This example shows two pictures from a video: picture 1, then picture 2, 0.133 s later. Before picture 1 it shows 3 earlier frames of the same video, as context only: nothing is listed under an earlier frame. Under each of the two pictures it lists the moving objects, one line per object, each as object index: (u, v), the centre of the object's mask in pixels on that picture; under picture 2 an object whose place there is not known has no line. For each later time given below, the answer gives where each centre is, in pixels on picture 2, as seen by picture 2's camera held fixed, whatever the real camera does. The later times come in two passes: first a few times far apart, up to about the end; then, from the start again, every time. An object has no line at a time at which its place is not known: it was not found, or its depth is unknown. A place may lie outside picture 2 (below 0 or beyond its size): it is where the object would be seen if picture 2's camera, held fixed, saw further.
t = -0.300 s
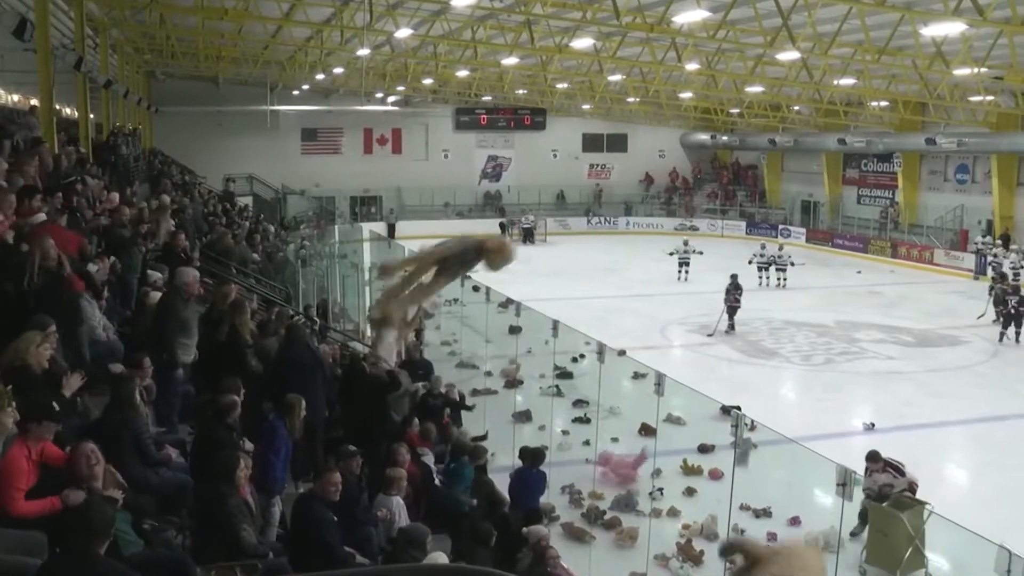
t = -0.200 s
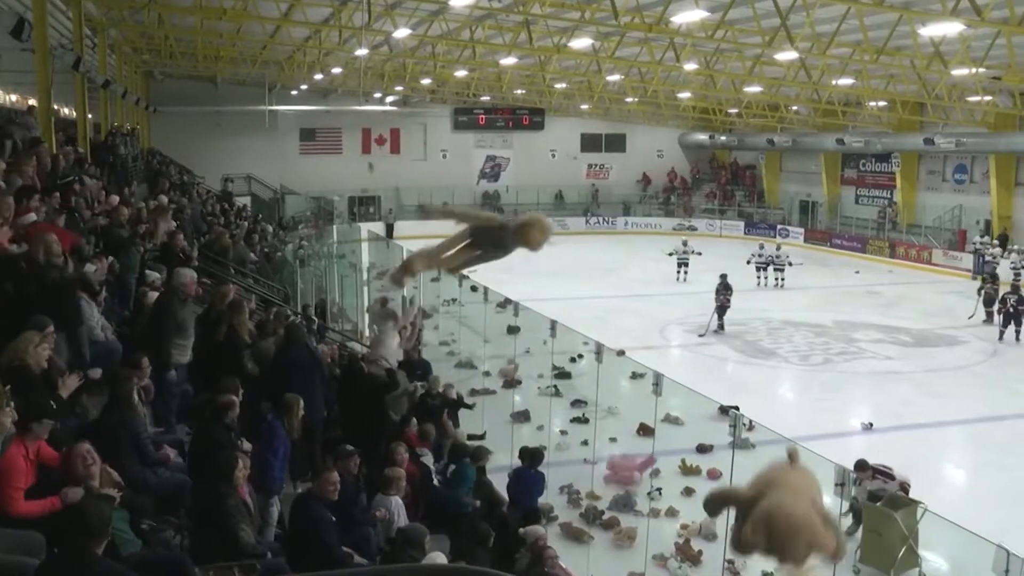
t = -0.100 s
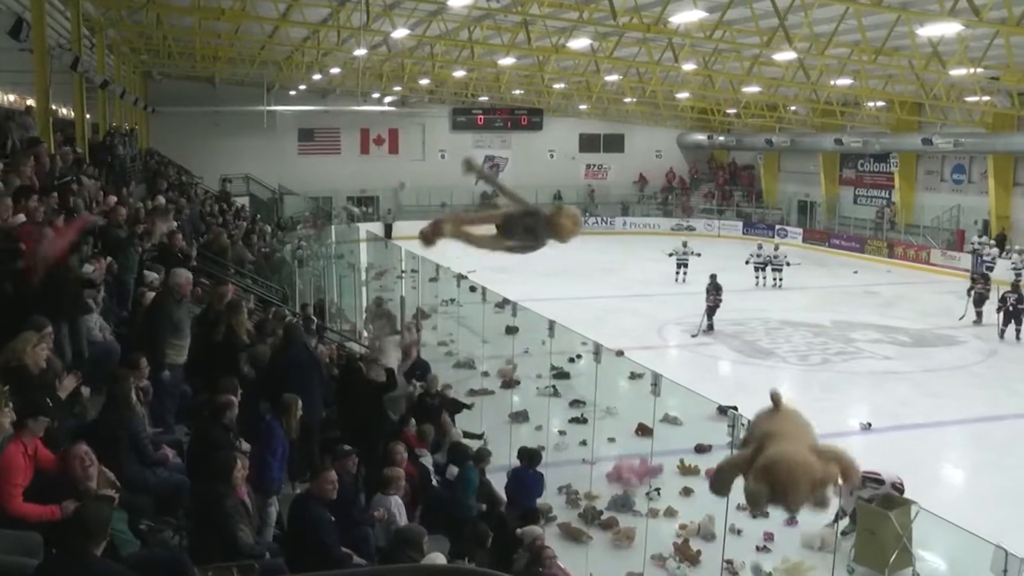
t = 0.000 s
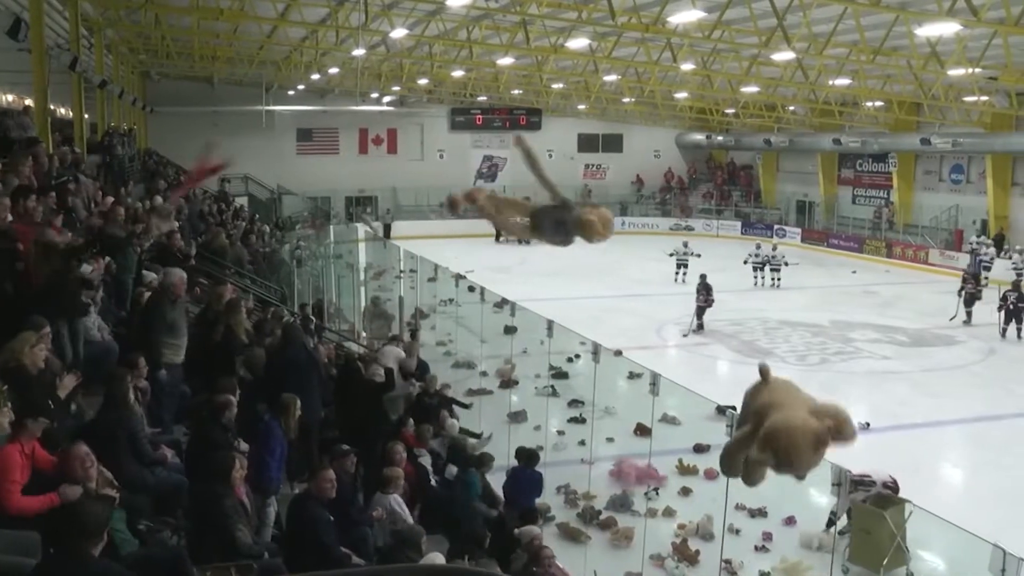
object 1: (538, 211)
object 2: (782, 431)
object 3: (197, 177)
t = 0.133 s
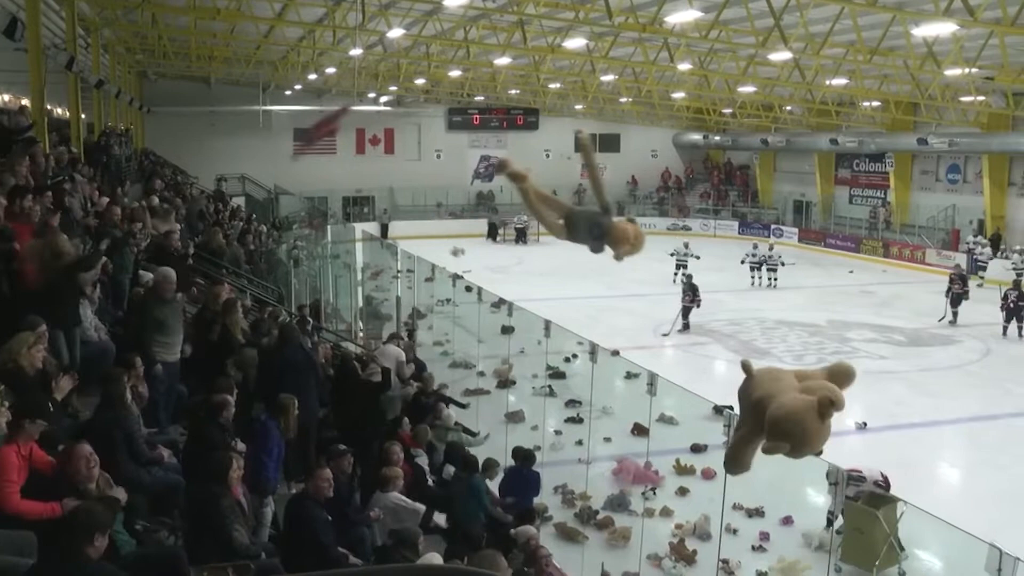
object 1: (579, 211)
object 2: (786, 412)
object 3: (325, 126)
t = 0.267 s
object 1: (616, 224)
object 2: (786, 423)
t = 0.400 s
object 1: (650, 248)
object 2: (785, 460)
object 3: (478, 104)
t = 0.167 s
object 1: (588, 212)
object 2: (786, 412)
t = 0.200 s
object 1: (597, 216)
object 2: (786, 414)
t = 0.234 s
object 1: (607, 220)
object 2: (786, 418)
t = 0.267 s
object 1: (616, 224)
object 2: (786, 423)
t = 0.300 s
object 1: (624, 230)
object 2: (786, 429)
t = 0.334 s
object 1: (634, 235)
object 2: (786, 438)
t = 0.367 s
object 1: (642, 242)
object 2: (785, 448)
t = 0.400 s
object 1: (650, 248)
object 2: (785, 460)
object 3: (478, 104)
